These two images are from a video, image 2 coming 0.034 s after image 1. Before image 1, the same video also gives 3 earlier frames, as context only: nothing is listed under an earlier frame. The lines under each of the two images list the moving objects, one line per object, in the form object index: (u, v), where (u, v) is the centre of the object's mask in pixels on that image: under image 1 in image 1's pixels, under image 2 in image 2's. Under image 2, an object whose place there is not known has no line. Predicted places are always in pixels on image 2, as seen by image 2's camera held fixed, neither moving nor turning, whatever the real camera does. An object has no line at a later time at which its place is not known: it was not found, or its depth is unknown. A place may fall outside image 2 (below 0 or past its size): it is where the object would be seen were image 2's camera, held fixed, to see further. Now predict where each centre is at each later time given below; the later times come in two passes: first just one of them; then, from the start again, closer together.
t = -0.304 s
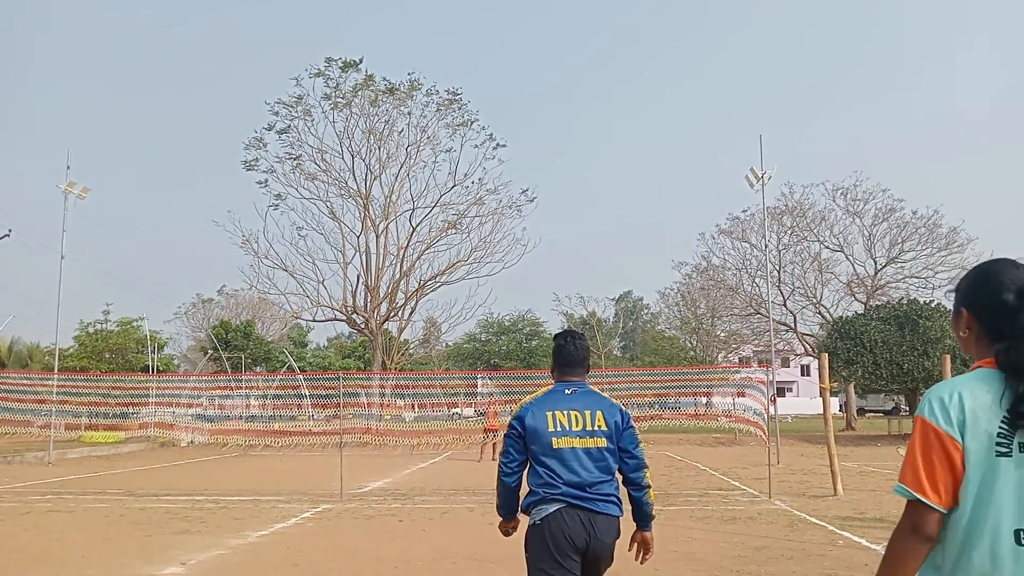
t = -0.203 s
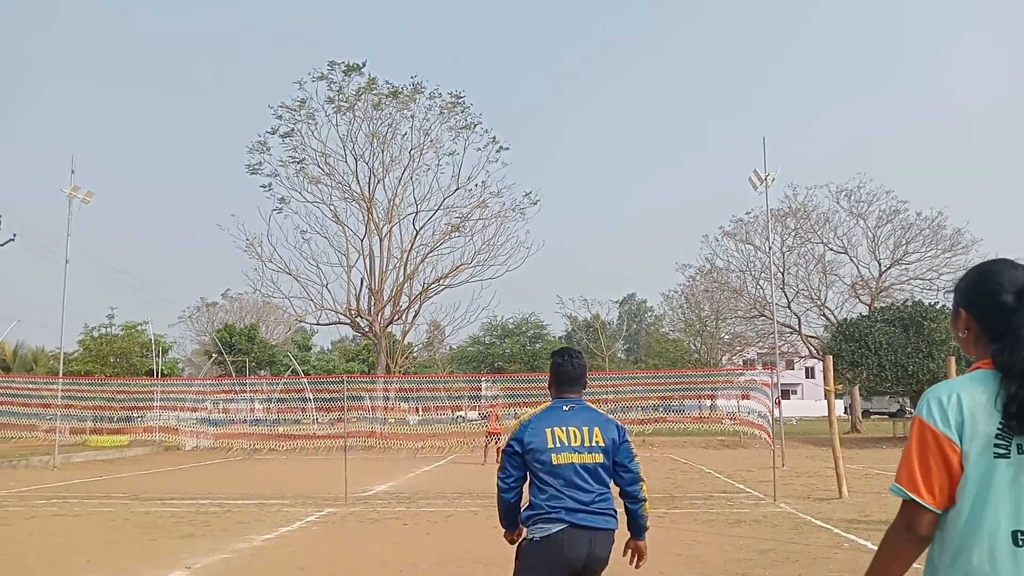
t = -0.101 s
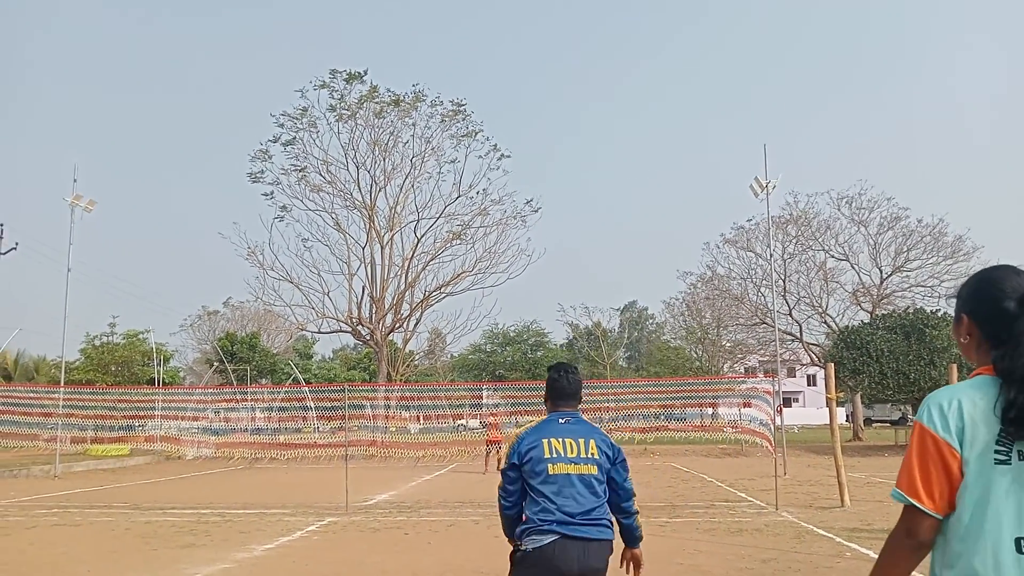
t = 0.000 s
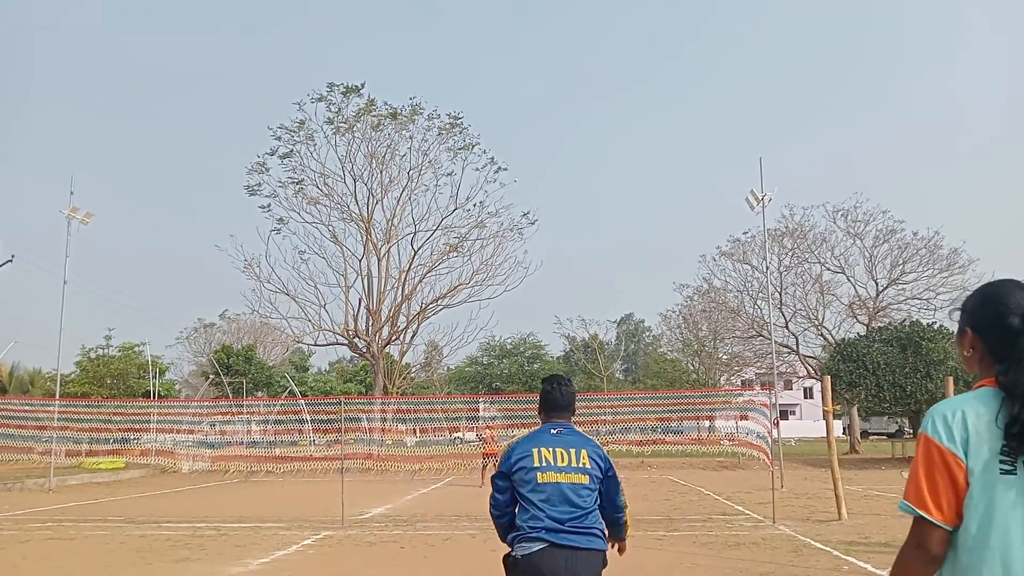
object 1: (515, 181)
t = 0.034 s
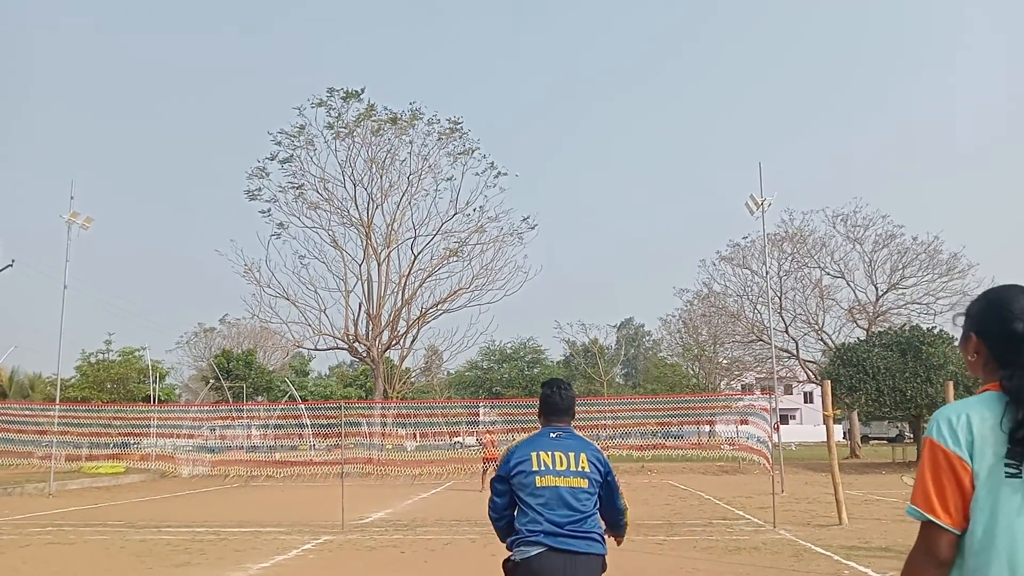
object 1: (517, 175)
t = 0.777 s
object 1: (585, 71)
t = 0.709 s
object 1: (573, 61)
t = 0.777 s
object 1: (585, 71)
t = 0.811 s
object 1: (593, 79)
